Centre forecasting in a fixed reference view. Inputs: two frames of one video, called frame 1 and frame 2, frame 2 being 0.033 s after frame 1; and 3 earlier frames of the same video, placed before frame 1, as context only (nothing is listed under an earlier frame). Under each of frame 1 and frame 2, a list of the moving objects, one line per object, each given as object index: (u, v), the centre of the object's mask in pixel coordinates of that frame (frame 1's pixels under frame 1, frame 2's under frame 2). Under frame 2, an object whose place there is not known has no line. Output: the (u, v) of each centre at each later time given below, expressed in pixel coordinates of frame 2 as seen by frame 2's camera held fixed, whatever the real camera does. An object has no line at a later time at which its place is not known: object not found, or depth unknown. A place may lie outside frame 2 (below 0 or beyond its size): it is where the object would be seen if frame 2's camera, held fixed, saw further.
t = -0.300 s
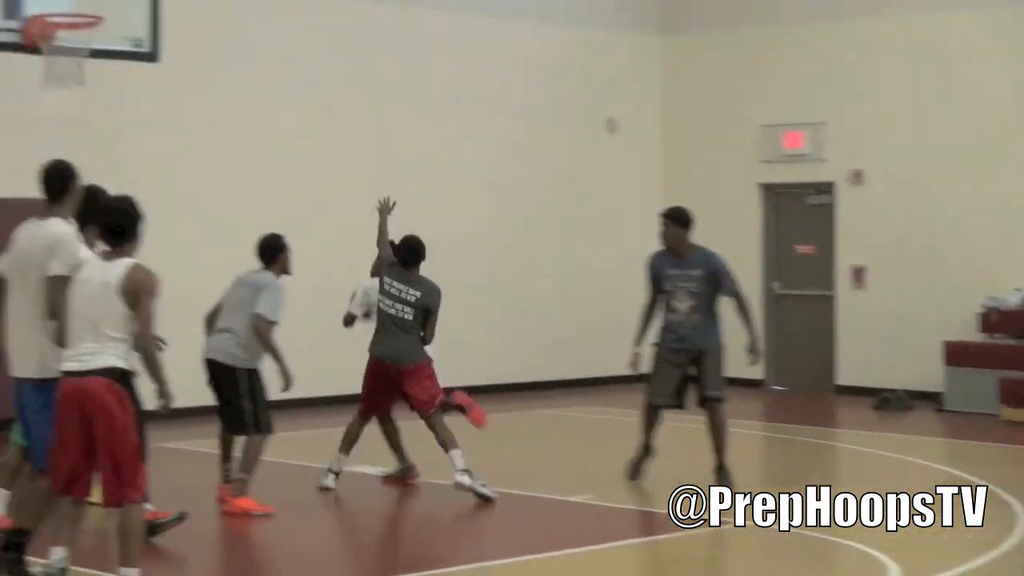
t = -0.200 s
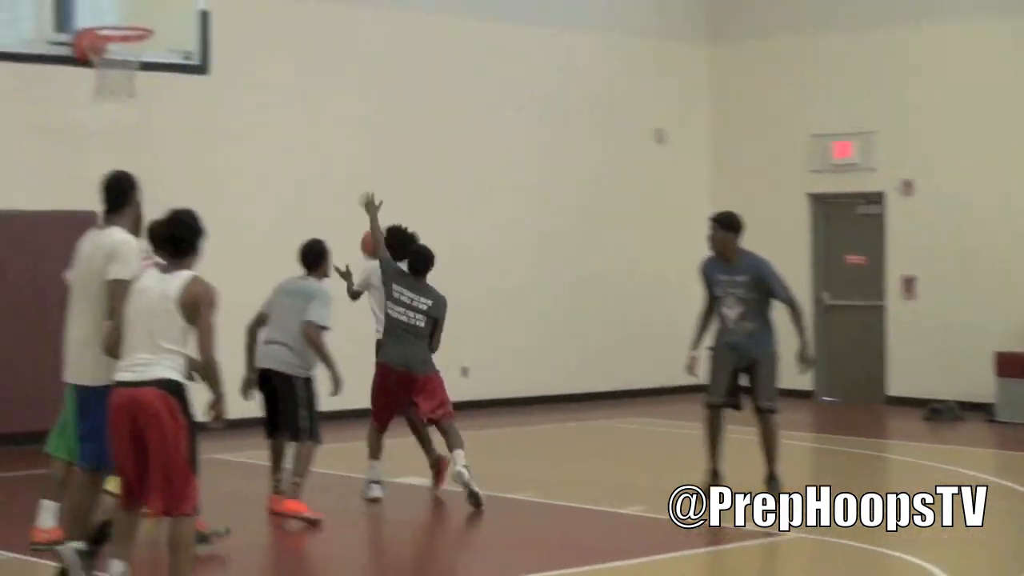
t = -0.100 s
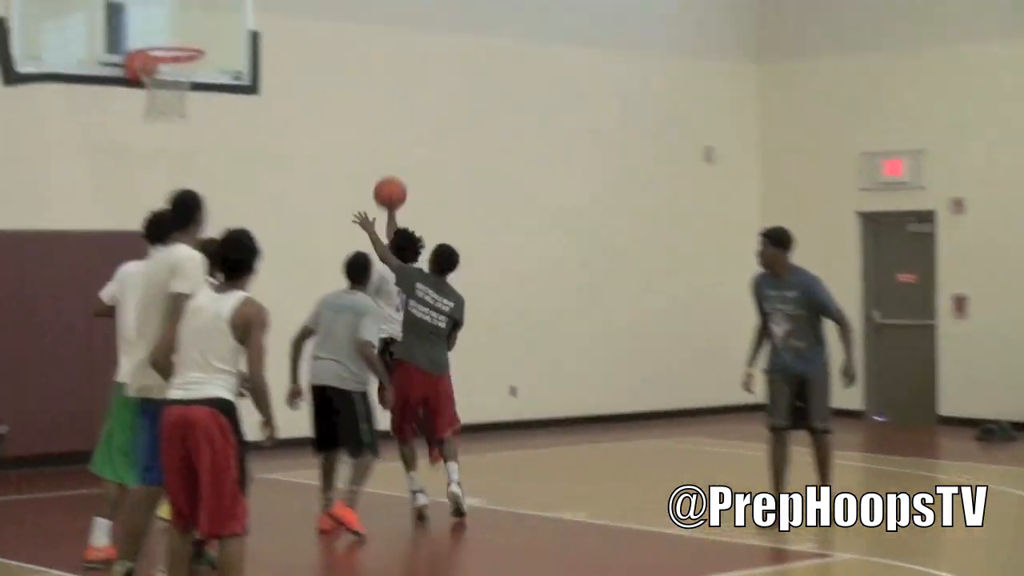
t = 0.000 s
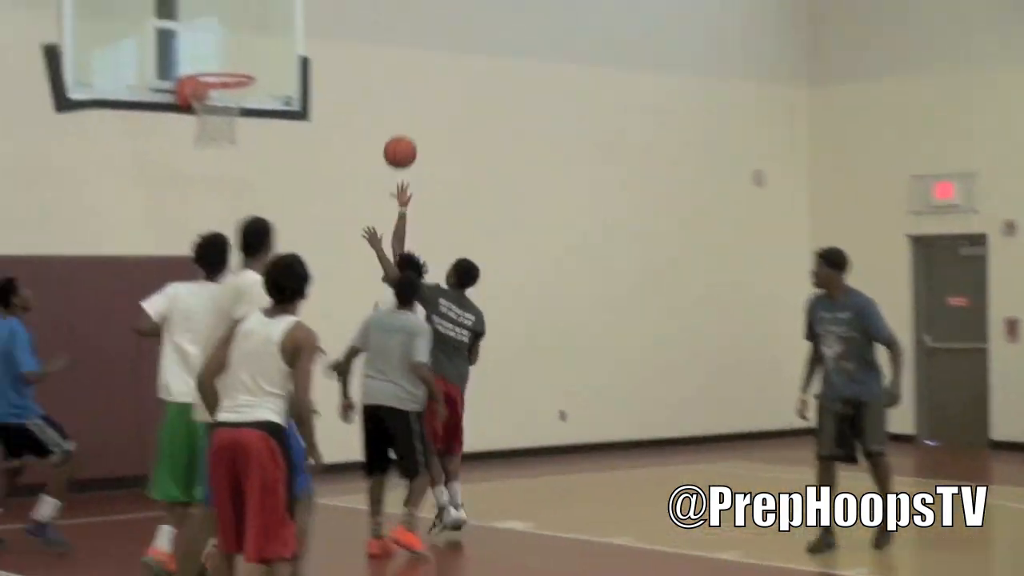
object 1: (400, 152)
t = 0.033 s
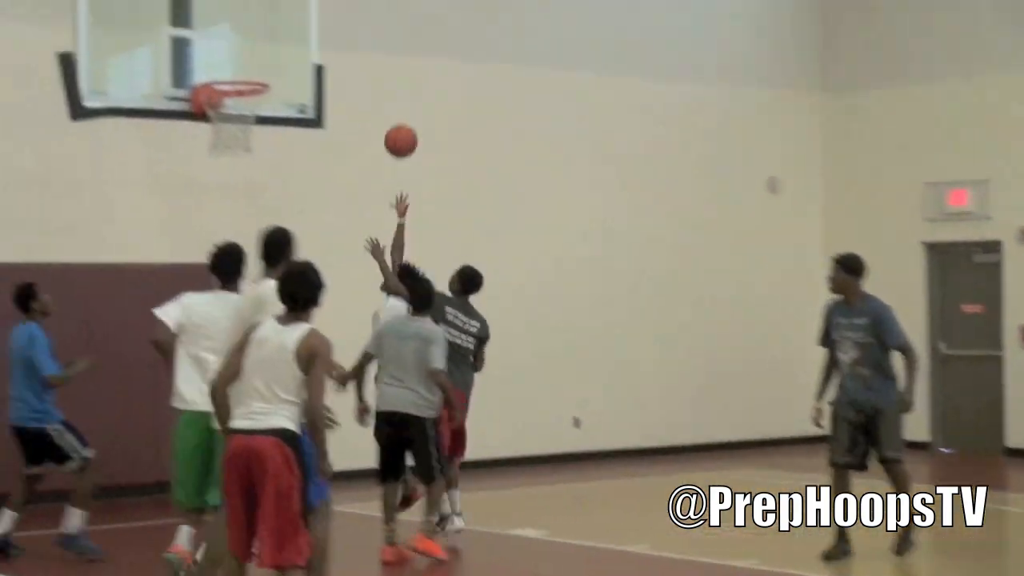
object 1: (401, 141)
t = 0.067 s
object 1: (385, 124)
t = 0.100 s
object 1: (370, 107)
